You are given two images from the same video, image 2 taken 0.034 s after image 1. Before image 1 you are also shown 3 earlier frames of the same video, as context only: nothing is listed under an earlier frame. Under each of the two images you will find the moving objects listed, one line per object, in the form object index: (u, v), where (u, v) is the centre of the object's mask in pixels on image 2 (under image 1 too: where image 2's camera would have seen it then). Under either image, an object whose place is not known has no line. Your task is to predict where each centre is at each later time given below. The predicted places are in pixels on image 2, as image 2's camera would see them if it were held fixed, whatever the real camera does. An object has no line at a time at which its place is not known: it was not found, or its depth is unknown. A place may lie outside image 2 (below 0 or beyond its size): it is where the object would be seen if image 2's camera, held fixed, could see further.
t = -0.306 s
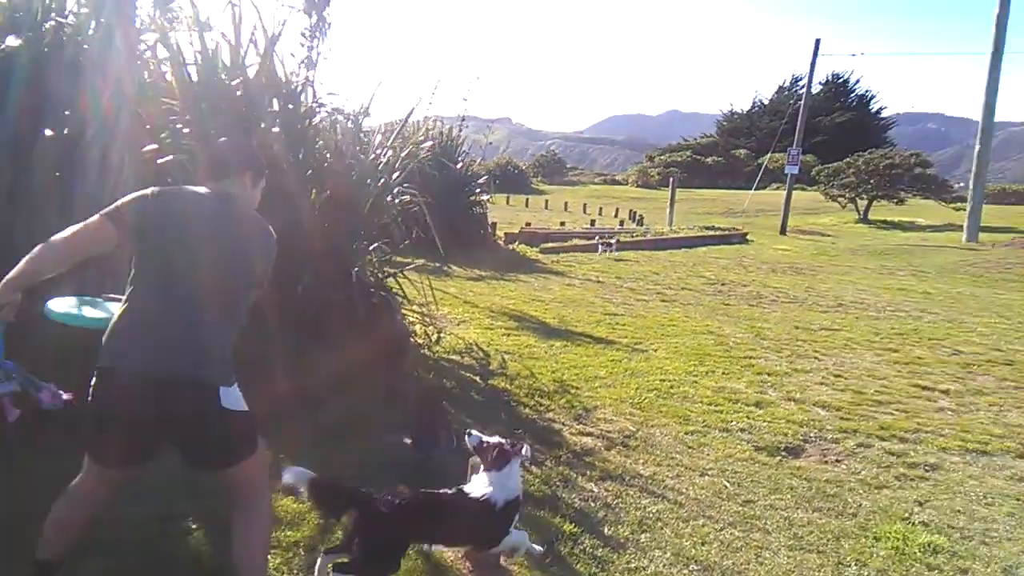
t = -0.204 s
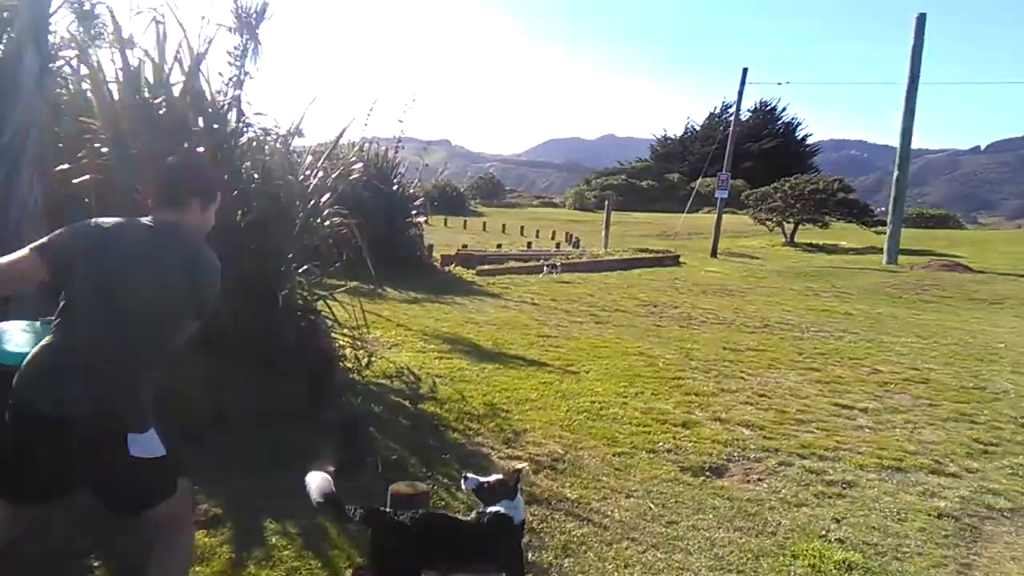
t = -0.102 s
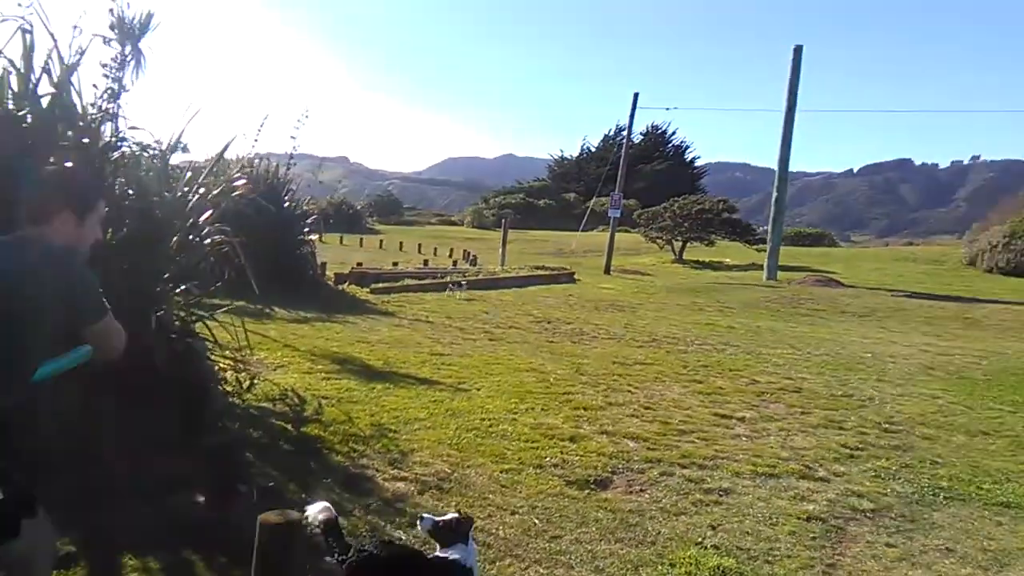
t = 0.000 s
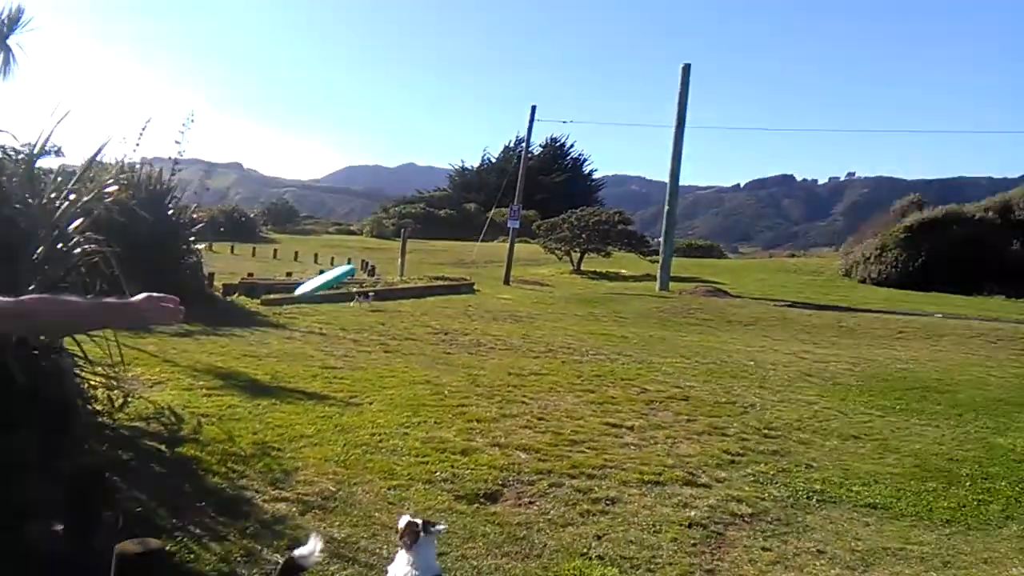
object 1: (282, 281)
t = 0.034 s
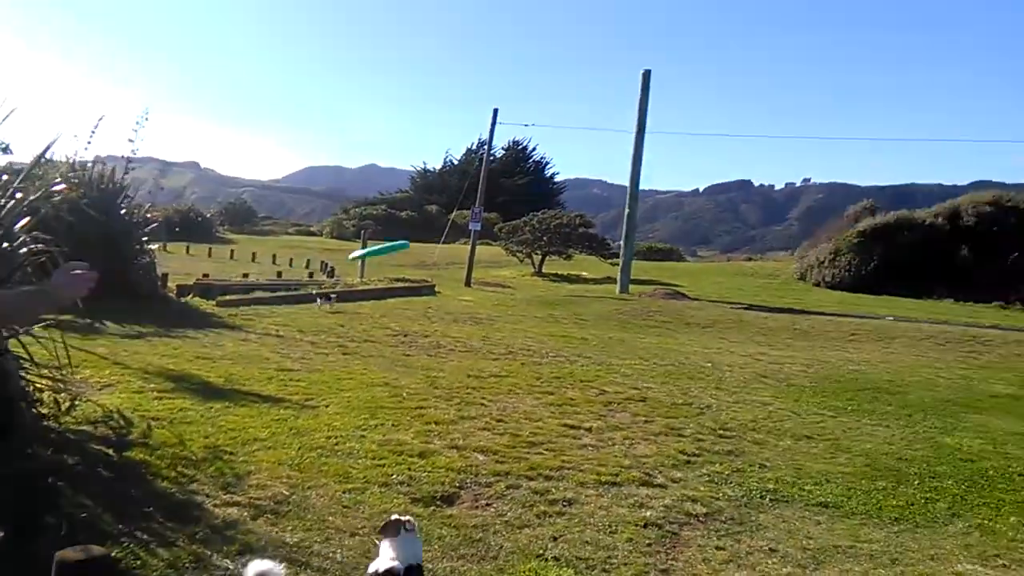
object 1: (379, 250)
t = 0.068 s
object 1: (464, 222)
